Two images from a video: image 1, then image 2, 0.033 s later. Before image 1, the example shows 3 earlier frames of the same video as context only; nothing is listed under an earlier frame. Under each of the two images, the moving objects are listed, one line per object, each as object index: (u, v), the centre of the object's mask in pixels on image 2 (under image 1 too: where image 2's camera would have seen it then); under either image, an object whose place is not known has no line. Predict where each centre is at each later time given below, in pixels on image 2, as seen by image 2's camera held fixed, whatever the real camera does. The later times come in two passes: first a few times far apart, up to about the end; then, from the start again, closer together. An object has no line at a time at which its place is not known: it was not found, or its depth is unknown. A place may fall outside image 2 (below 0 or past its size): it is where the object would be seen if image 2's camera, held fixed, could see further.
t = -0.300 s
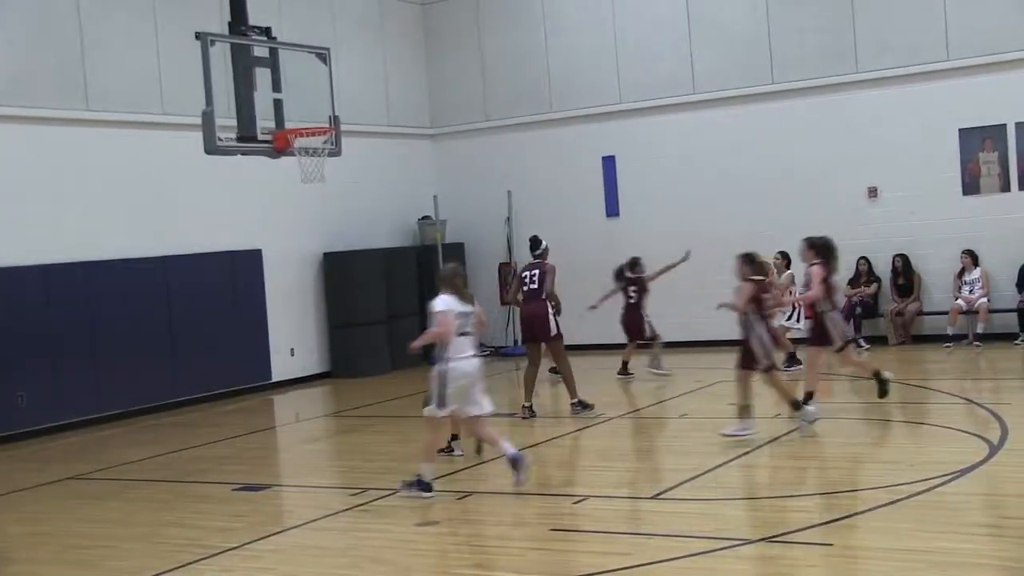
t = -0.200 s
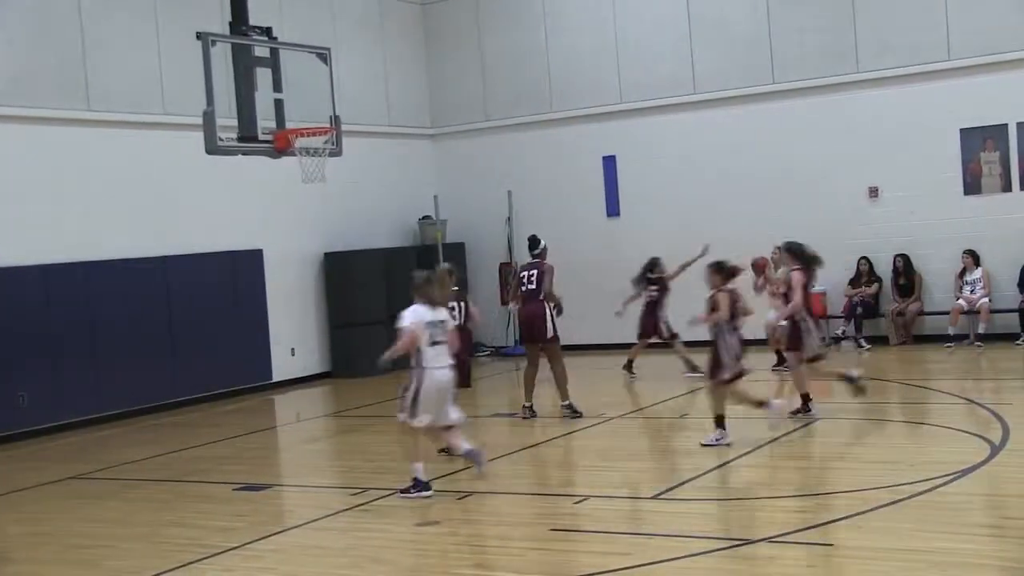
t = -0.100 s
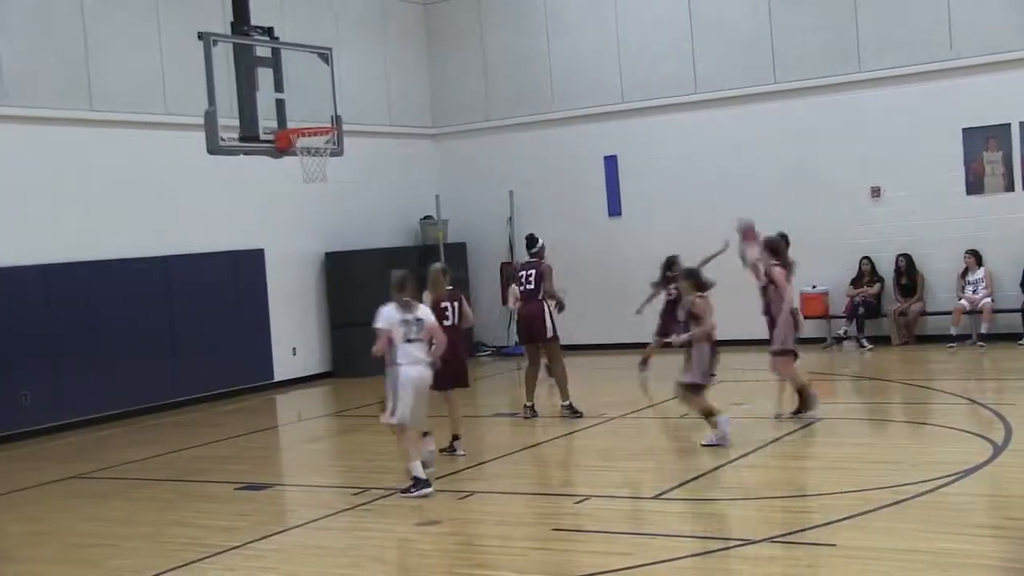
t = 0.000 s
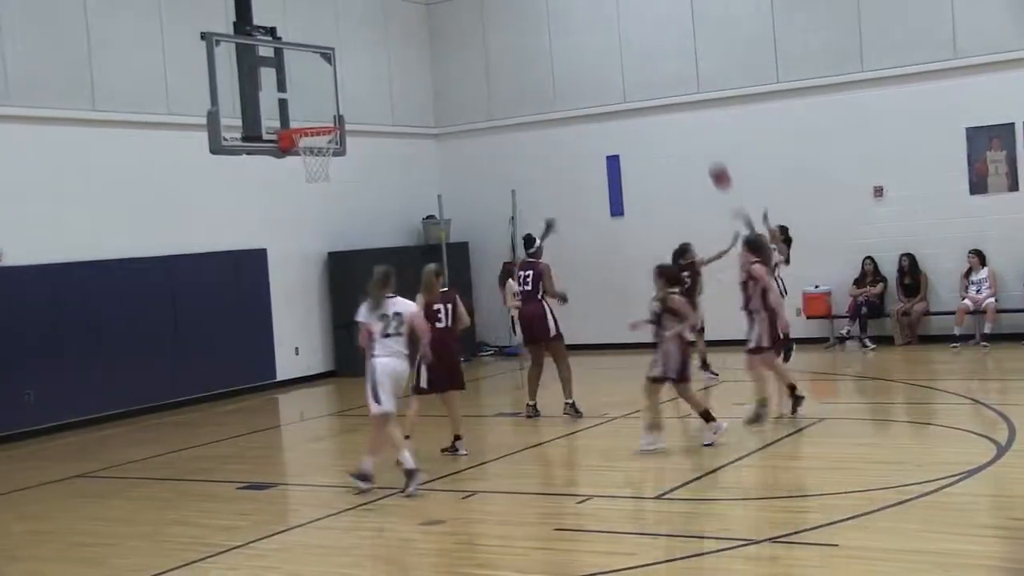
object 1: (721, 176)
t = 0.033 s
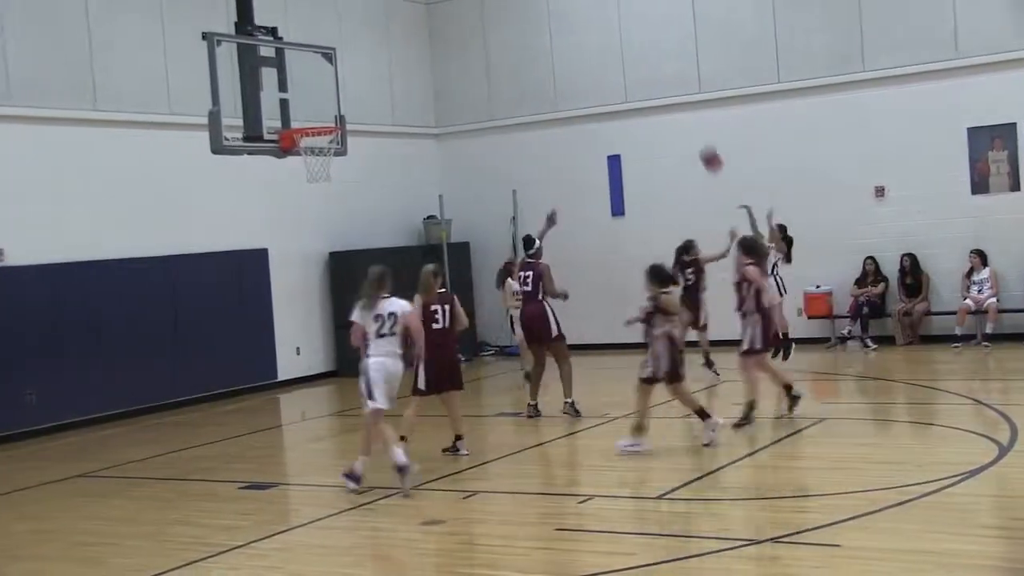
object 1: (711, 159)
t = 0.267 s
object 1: (639, 62)
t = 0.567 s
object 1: (548, 4)
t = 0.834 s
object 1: (467, 11)
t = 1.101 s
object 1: (387, 89)
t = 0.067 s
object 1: (701, 143)
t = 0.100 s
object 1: (690, 127)
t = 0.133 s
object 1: (681, 113)
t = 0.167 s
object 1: (671, 99)
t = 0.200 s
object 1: (660, 86)
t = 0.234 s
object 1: (650, 73)
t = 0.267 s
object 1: (639, 62)
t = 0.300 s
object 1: (629, 51)
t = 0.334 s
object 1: (619, 42)
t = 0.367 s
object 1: (609, 33)
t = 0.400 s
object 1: (599, 25)
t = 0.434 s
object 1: (589, 18)
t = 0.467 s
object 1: (578, 13)
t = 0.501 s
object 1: (569, 8)
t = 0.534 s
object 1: (559, 6)
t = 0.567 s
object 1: (548, 4)
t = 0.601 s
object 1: (538, 3)
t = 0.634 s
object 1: (528, 2)
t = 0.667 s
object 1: (518, 2)
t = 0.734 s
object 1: (498, 3)
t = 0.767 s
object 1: (487, 4)
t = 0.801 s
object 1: (478, 6)
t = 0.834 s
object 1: (467, 11)
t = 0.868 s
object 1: (457, 17)
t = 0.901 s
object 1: (447, 23)
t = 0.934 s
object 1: (437, 32)
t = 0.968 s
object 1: (427, 41)
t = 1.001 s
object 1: (417, 51)
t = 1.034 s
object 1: (407, 62)
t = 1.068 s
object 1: (397, 74)
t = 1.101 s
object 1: (387, 89)
